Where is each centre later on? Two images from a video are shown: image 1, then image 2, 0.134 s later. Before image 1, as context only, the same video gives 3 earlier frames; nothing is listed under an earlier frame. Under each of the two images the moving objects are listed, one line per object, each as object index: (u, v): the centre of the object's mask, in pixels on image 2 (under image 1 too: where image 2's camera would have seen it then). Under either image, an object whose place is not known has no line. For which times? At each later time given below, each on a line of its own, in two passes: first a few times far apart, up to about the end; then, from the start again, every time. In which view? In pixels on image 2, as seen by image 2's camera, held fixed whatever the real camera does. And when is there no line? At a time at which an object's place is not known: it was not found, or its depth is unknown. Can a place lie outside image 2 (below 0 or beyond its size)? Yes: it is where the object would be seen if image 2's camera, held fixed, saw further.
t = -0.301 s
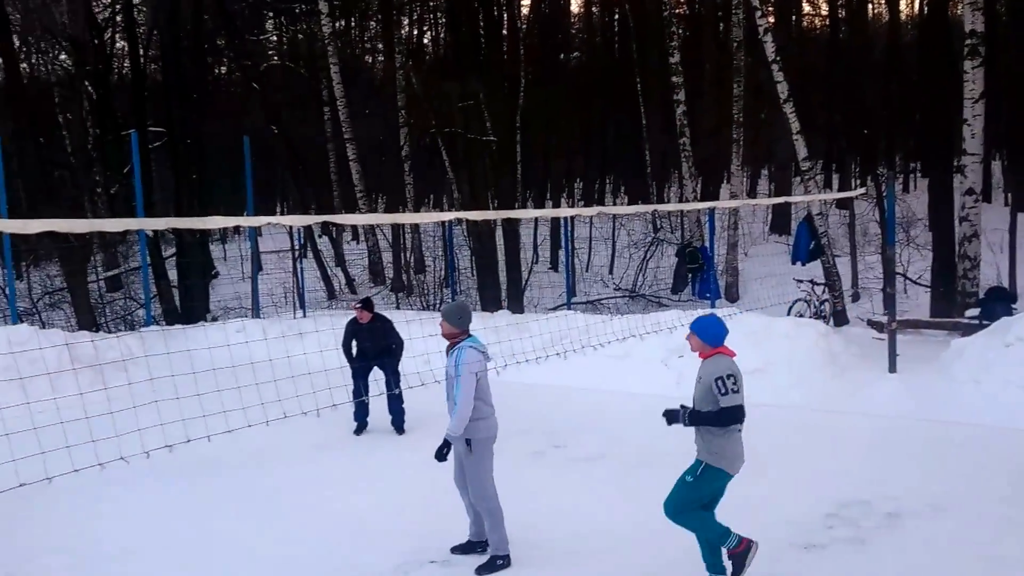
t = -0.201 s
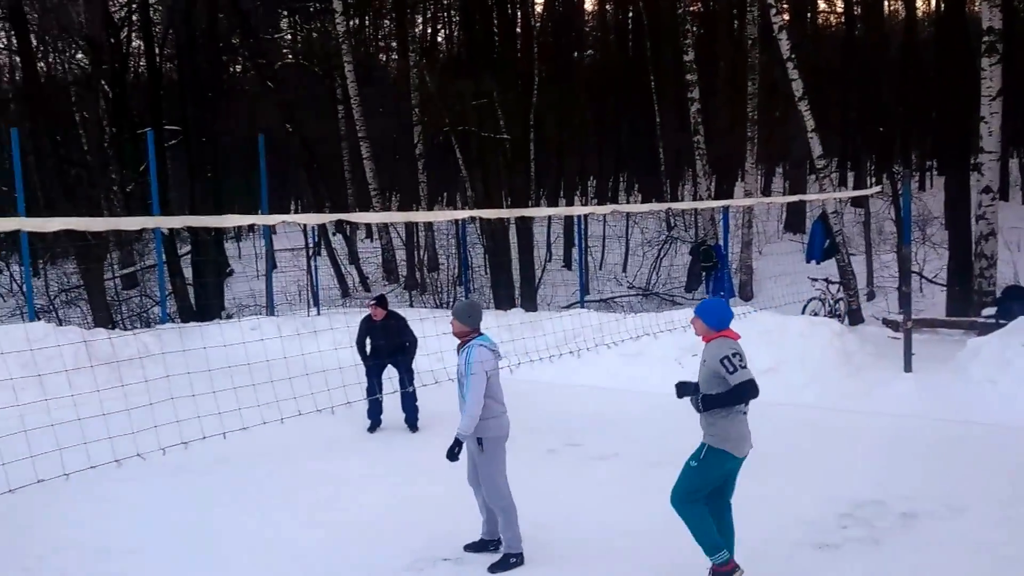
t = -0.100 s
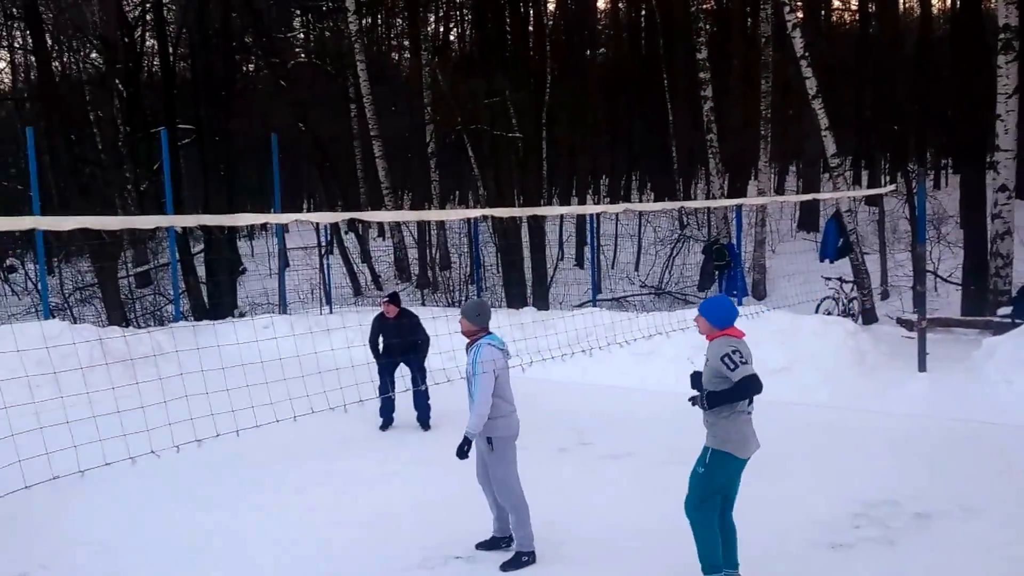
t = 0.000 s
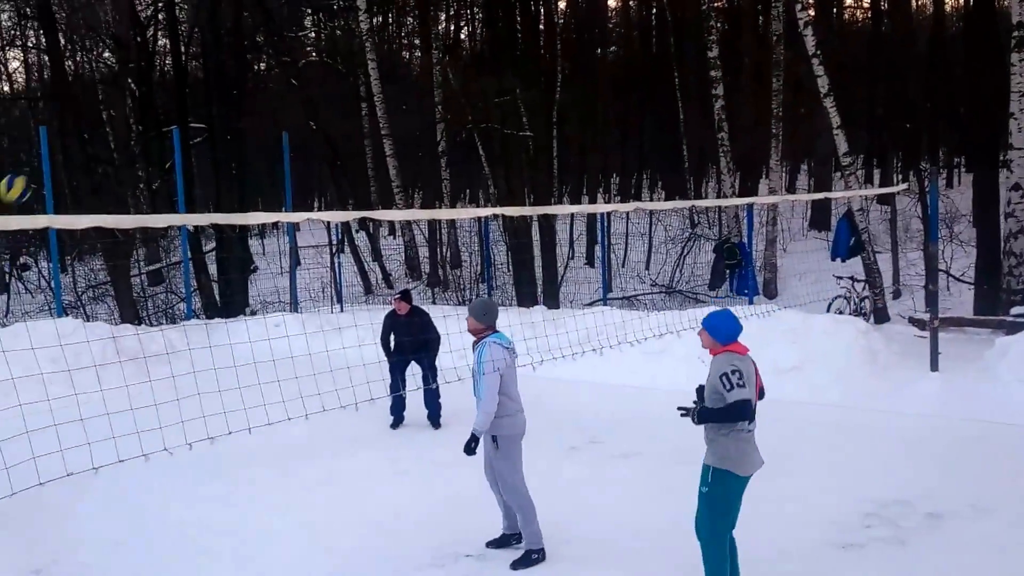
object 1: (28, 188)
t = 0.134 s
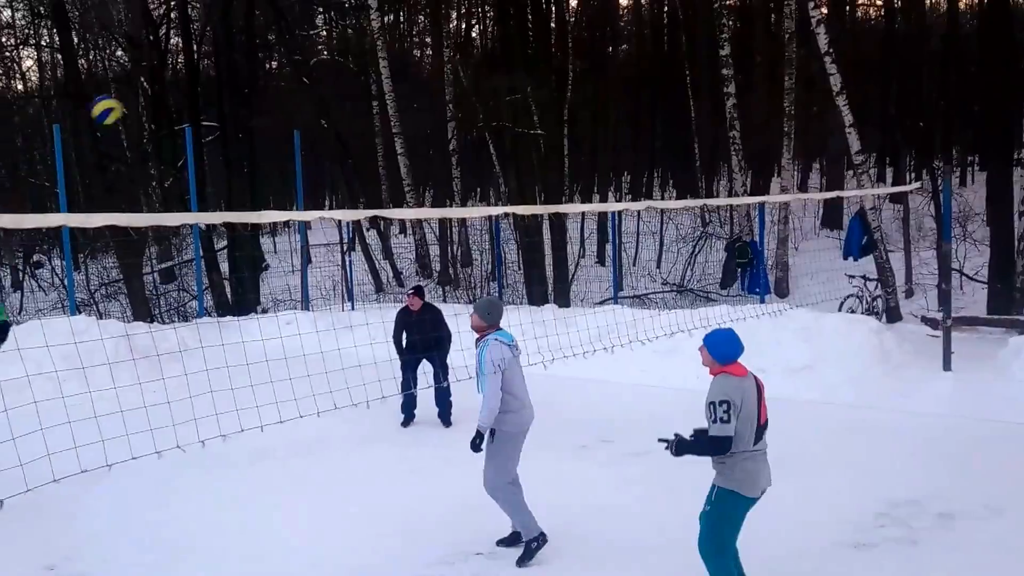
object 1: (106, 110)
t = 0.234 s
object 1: (167, 66)
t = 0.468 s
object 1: (319, 16)
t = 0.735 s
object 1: (498, 49)
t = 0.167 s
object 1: (126, 95)
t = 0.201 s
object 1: (146, 79)
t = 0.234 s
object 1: (167, 66)
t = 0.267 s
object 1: (190, 54)
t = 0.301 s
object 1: (212, 43)
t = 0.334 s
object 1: (232, 35)
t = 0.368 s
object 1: (254, 27)
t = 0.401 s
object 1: (275, 22)
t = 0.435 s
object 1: (297, 17)
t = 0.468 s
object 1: (319, 16)
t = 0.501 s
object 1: (342, 16)
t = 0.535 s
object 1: (364, 16)
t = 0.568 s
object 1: (386, 17)
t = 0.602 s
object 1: (409, 19)
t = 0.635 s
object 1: (431, 24)
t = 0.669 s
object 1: (454, 31)
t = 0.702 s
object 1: (476, 39)
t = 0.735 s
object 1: (498, 49)
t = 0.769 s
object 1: (521, 59)
